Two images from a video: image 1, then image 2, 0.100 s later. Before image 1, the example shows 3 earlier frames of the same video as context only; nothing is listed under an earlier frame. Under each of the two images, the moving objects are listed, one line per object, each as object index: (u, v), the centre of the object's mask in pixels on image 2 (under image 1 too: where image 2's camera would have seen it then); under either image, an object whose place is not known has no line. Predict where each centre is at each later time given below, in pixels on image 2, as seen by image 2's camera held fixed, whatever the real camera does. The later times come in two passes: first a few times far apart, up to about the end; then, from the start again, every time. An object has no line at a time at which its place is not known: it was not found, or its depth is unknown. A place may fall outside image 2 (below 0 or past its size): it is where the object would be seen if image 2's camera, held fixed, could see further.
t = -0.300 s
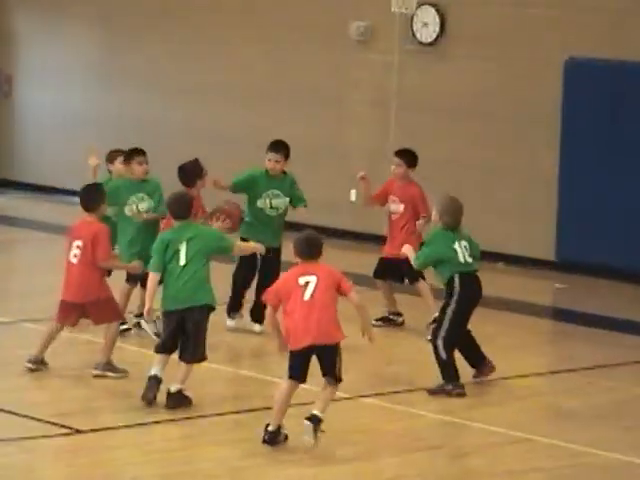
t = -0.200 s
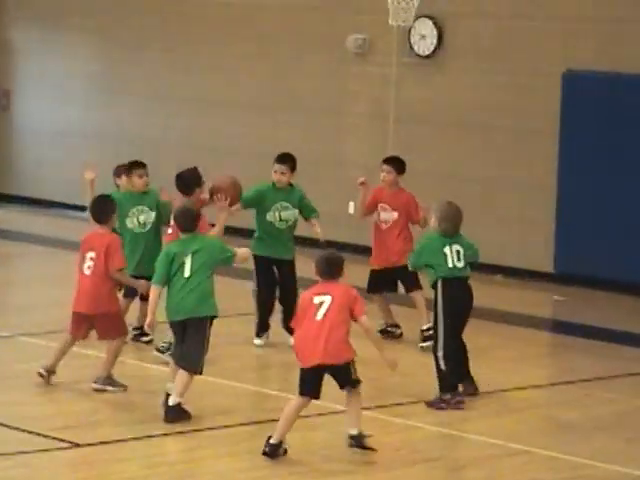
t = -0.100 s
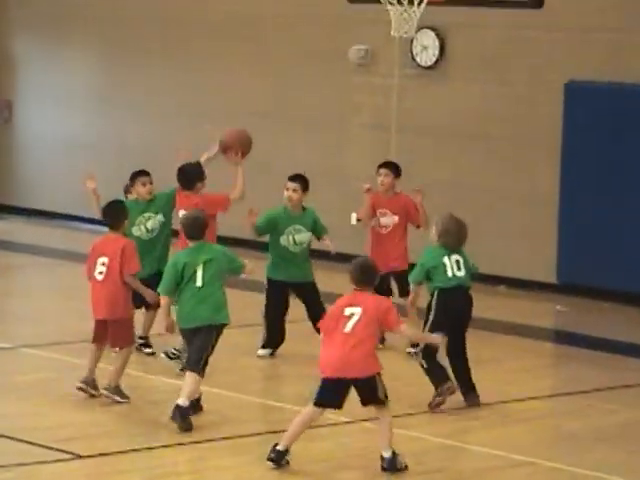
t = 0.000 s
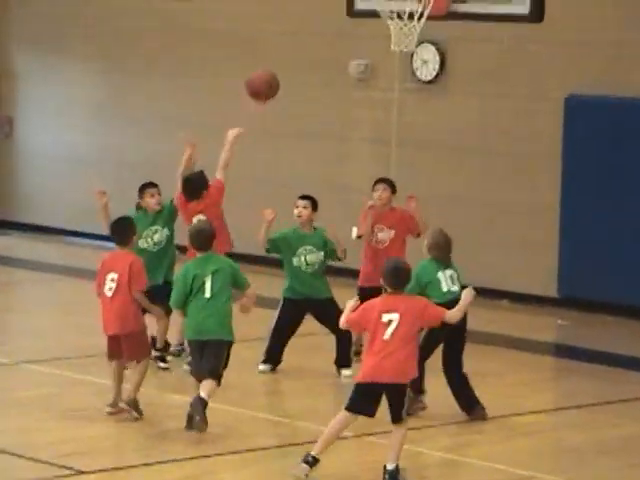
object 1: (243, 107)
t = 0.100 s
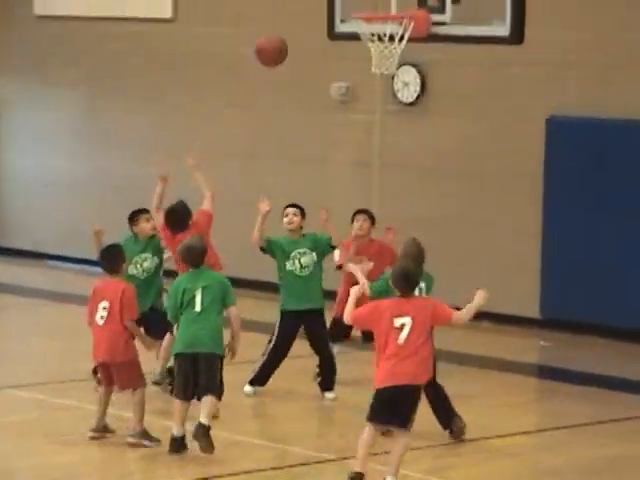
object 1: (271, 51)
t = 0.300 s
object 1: (323, -21)
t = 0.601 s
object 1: (394, -21)
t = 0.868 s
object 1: (425, -22)
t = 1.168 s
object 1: (409, -10)
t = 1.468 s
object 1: (383, 13)
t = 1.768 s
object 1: (369, 69)
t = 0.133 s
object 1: (280, 35)
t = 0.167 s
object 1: (289, 21)
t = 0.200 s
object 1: (298, 8)
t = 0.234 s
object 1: (306, -3)
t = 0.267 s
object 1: (315, -12)
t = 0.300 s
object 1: (323, -21)
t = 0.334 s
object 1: (331, -27)
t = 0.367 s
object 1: (339, -31)
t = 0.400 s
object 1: (348, -34)
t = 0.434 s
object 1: (356, -35)
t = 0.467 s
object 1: (363, -36)
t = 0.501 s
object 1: (371, -34)
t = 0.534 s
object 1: (378, -31)
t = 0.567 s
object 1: (387, -26)
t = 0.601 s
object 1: (394, -21)
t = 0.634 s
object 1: (401, -13)
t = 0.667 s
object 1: (409, -3)
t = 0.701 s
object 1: (412, -7)
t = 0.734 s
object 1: (417, -12)
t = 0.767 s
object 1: (418, -17)
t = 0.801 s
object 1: (421, -21)
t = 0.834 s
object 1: (422, -22)
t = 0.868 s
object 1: (425, -22)
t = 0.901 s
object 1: (427, -21)
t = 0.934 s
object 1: (428, -21)
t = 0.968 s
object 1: (426, -20)
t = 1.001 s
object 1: (423, -17)
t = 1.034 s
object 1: (421, -12)
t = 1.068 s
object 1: (418, -7)
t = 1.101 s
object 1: (415, -2)
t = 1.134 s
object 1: (413, -6)
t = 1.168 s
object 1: (409, -10)
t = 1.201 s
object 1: (407, -11)
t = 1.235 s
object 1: (403, -13)
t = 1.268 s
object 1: (401, -12)
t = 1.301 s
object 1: (398, -9)
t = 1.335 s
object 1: (395, -5)
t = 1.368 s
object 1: (393, 0)
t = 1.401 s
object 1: (390, 3)
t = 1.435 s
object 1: (387, 6)
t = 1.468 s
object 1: (383, 13)
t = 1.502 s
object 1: (380, 20)
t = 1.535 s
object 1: (375, 28)
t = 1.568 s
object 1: (372, 33)
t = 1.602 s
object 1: (368, 37)
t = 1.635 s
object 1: (365, 40)
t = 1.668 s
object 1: (369, 64)
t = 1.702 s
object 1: (369, 61)
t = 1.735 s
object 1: (369, 63)
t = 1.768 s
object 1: (369, 69)
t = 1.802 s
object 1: (370, 76)
